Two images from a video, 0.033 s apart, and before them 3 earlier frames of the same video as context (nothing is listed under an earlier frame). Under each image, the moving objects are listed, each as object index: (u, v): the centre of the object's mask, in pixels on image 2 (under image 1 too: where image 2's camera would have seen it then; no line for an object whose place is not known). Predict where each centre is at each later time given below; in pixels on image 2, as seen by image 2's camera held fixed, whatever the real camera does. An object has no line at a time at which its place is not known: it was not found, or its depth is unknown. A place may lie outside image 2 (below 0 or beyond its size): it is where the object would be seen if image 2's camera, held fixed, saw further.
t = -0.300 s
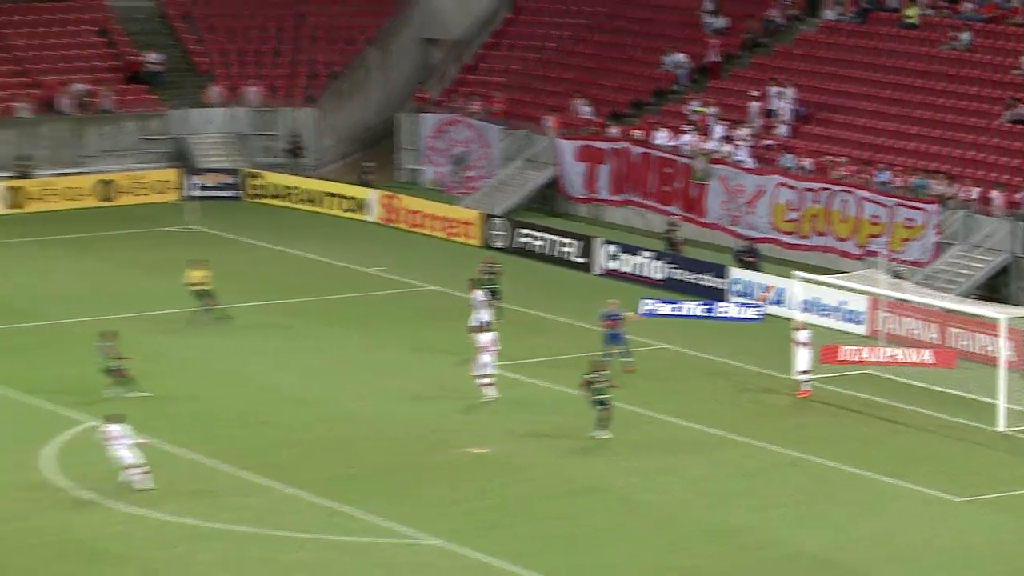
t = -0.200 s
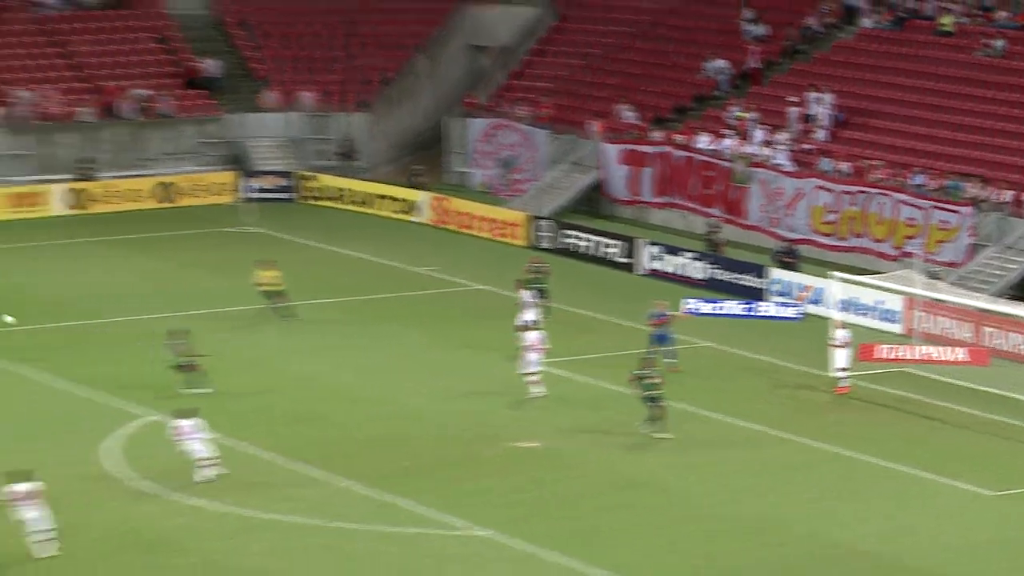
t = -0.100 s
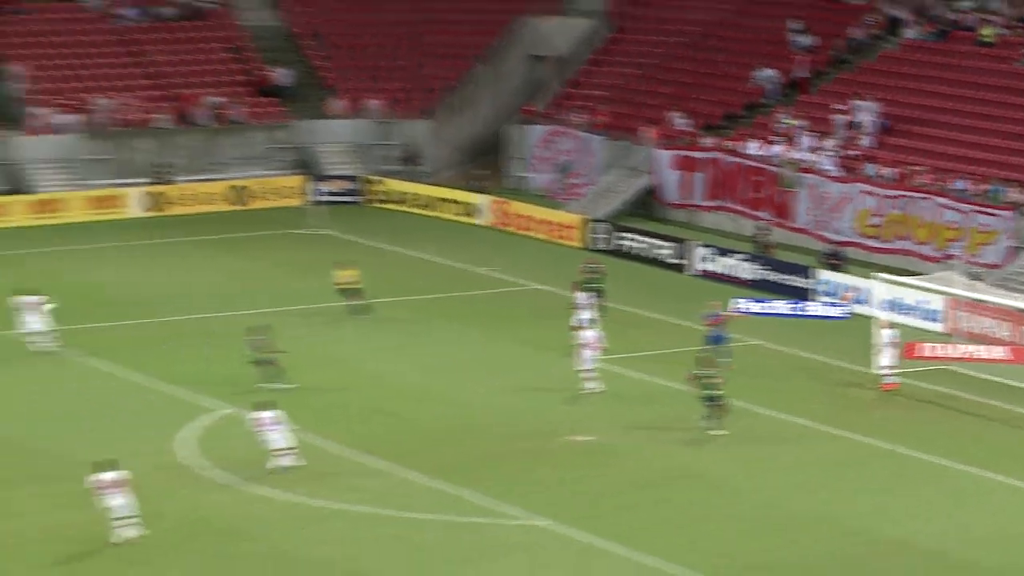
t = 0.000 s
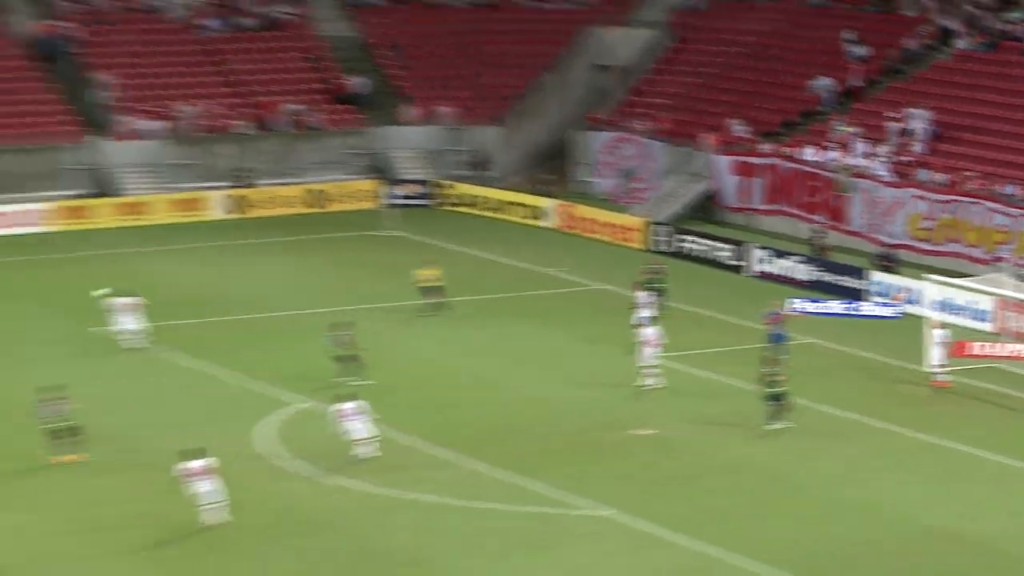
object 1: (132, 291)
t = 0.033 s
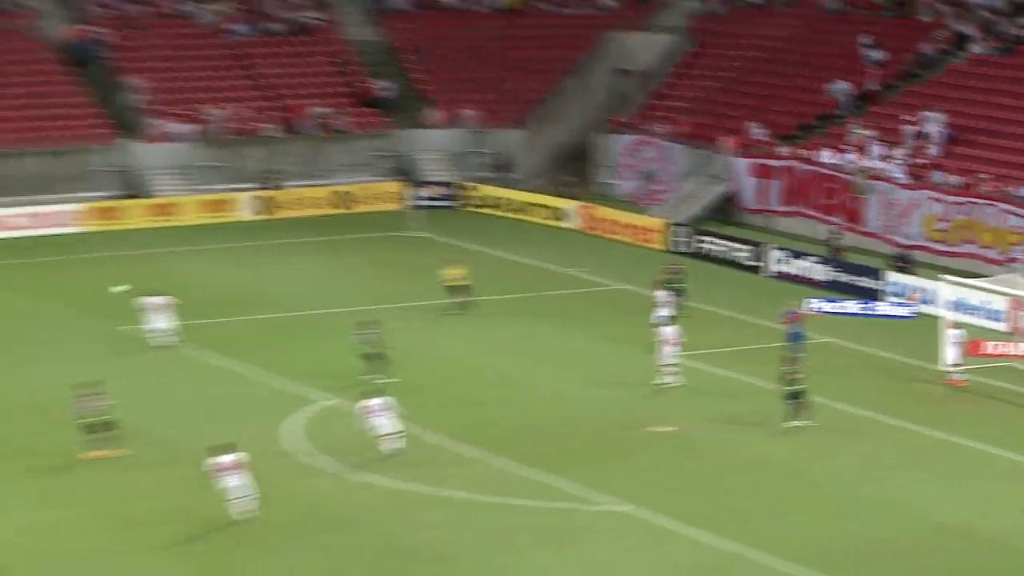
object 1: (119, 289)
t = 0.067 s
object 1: (108, 287)
